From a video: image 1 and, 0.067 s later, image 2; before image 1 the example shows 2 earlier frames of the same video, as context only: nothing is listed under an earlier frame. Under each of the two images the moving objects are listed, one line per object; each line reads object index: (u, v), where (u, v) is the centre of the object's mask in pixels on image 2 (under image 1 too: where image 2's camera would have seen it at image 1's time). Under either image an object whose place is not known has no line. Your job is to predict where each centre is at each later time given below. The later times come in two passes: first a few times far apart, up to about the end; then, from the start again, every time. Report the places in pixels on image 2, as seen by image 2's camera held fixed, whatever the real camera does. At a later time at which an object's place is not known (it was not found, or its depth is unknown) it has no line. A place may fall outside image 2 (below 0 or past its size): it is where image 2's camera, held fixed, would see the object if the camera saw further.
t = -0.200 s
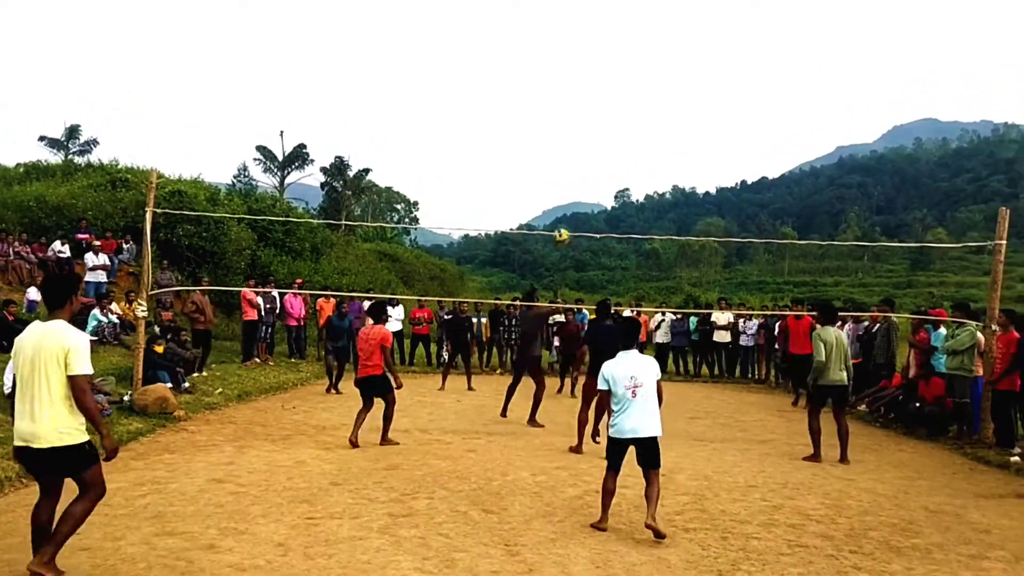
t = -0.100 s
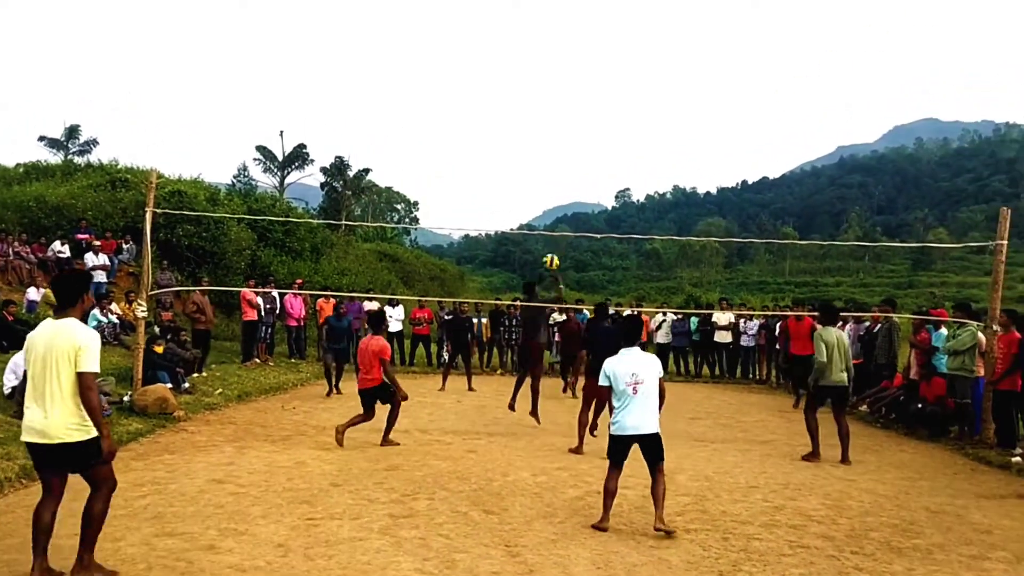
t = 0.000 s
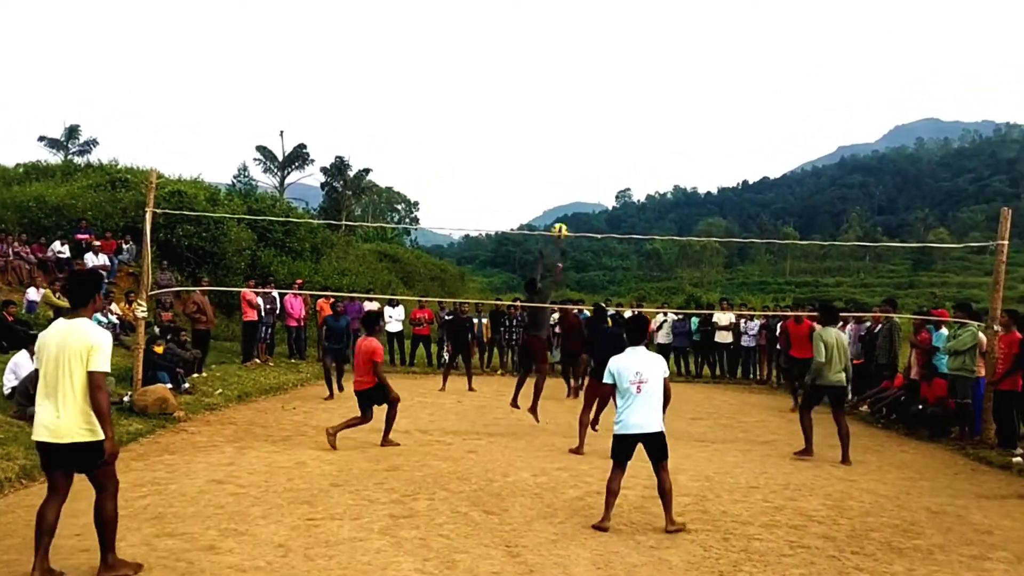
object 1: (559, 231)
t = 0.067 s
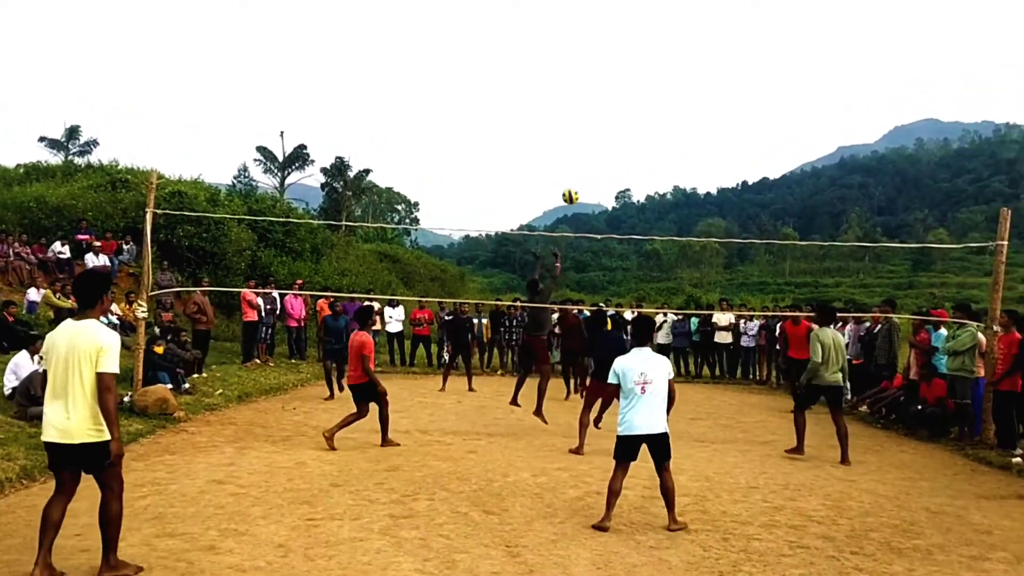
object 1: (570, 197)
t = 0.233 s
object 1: (597, 123)
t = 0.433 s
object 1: (630, 62)
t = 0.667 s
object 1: (667, 29)
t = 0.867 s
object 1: (698, 34)
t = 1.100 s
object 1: (733, 78)
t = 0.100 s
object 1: (576, 180)
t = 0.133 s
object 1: (581, 164)
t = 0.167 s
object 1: (586, 149)
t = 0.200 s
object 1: (592, 136)
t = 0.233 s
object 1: (597, 123)
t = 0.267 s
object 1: (603, 110)
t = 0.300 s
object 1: (608, 99)
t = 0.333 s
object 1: (614, 89)
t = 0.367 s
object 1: (619, 79)
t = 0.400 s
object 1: (625, 70)
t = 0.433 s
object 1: (630, 62)
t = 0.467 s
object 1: (636, 55)
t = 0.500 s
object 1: (641, 48)
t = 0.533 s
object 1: (646, 43)
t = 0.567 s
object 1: (652, 38)
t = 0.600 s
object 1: (657, 35)
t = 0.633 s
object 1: (662, 32)
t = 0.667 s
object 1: (667, 29)
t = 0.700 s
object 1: (672, 28)
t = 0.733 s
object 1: (678, 28)
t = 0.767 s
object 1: (683, 28)
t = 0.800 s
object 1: (688, 29)
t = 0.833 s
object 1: (693, 31)
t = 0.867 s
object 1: (698, 34)
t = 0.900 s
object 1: (703, 38)
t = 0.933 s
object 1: (708, 43)
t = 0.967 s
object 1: (713, 48)
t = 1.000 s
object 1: (718, 54)
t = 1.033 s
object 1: (723, 61)
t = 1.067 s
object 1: (728, 69)
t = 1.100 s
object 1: (733, 78)
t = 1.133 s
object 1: (737, 87)
